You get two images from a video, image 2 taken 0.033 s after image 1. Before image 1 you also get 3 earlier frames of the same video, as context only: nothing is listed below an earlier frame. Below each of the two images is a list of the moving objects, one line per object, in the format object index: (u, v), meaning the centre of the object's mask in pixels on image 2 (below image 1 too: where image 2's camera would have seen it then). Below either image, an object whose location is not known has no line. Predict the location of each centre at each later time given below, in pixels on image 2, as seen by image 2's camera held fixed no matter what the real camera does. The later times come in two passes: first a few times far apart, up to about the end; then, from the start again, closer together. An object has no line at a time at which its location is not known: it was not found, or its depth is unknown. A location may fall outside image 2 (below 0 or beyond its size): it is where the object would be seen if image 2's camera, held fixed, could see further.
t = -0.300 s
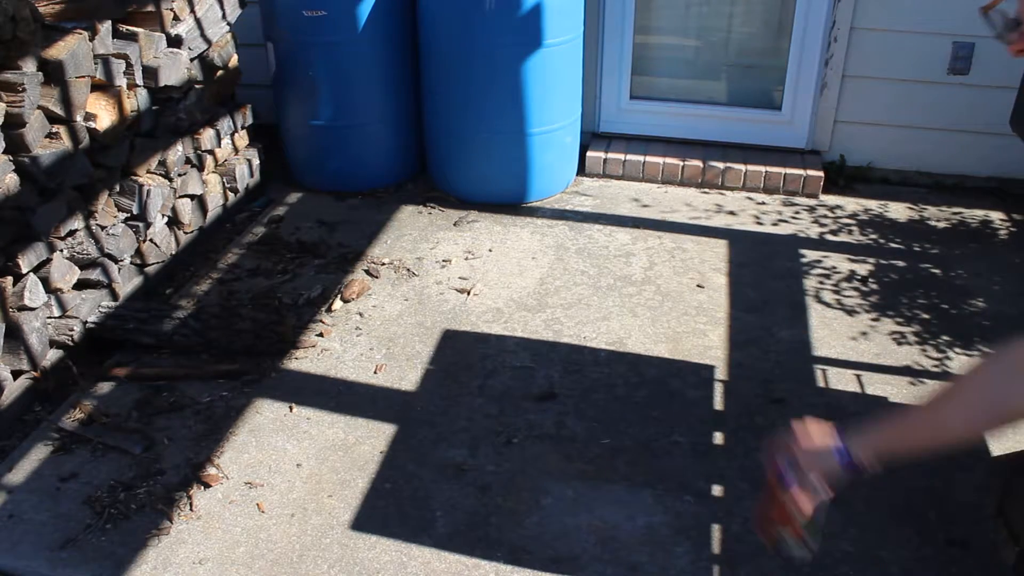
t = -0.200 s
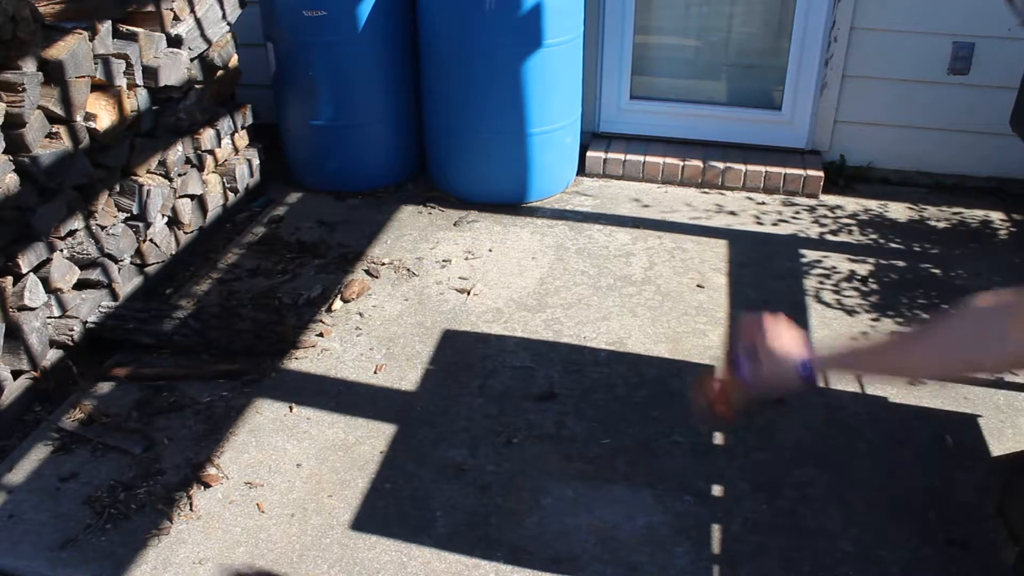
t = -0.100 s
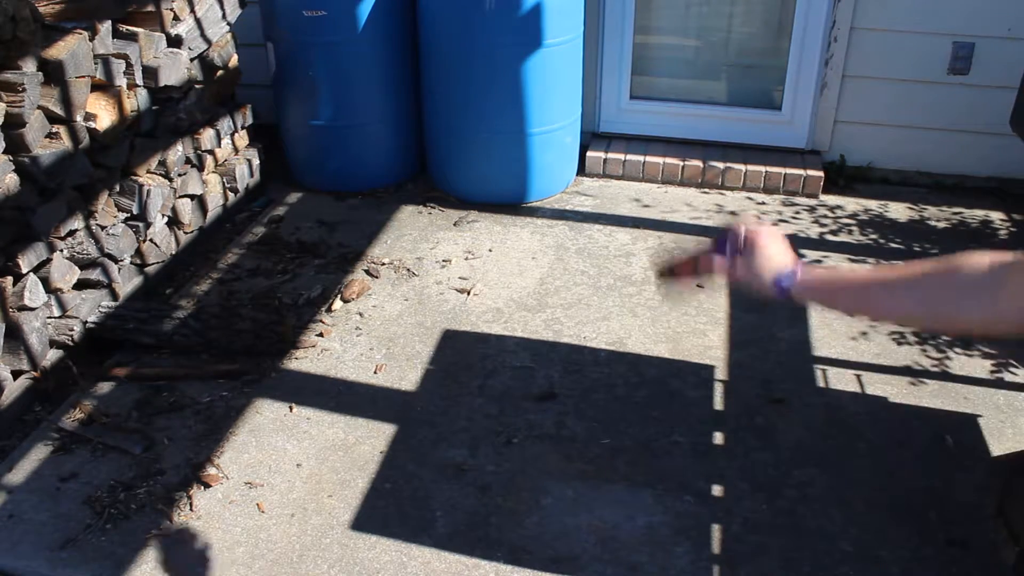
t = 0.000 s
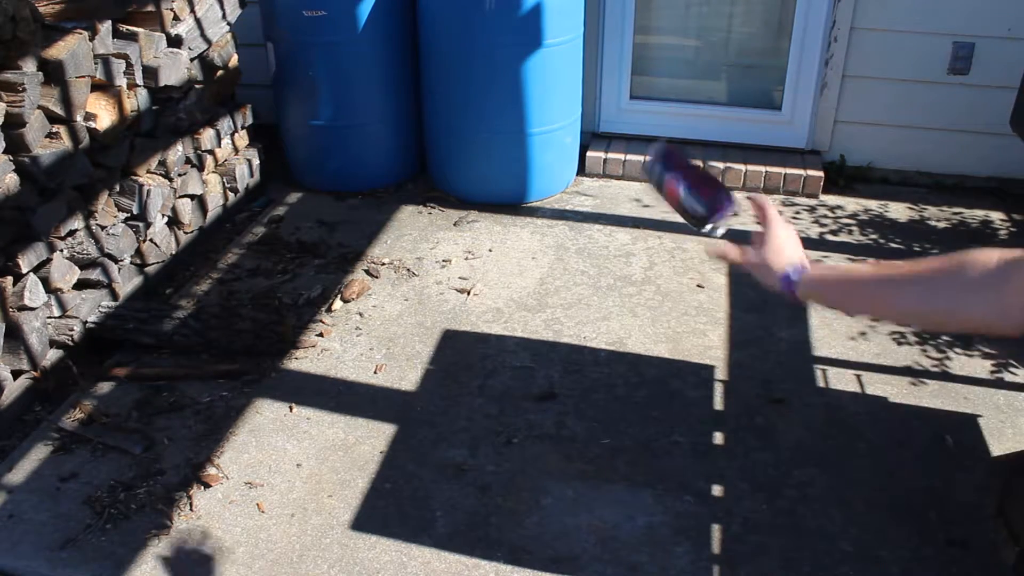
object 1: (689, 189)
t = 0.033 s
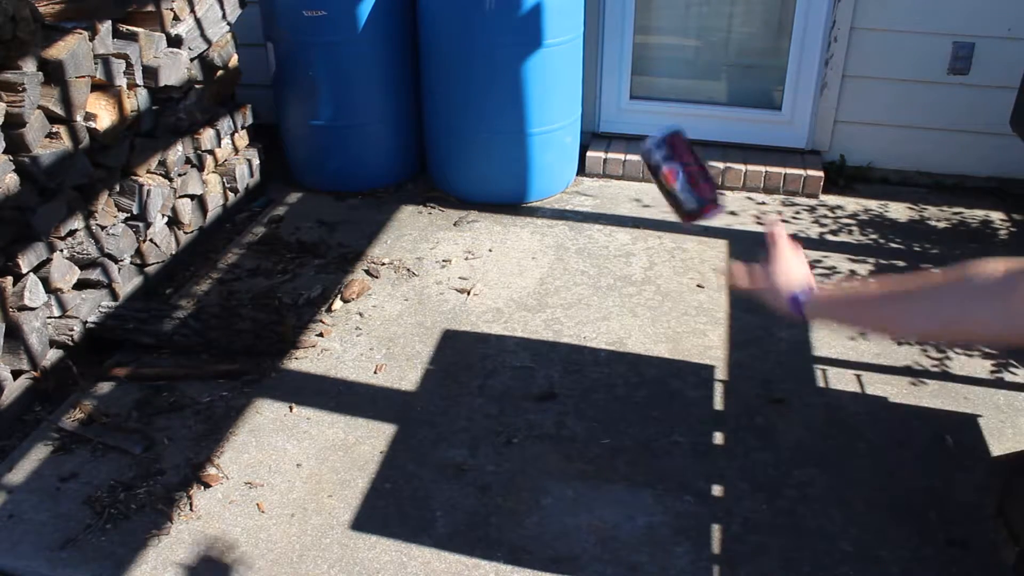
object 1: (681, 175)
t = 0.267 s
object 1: (631, 306)
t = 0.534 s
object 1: (551, 533)
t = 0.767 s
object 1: (504, 494)
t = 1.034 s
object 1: (504, 496)
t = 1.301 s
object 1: (501, 503)
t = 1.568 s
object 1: (500, 504)
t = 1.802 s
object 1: (496, 511)
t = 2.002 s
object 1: (491, 519)
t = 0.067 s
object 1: (674, 172)
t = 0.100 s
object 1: (667, 175)
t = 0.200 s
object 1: (646, 235)
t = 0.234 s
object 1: (643, 265)
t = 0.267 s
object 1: (631, 306)
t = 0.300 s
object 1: (620, 354)
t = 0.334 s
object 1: (610, 394)
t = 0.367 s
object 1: (601, 441)
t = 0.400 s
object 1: (593, 490)
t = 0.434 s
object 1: (585, 536)
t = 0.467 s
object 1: (571, 553)
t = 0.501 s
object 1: (562, 543)
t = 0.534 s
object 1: (551, 533)
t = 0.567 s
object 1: (537, 522)
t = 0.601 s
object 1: (523, 516)
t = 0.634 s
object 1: (517, 504)
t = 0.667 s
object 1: (512, 493)
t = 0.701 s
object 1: (508, 492)
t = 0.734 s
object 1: (506, 491)
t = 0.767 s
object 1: (504, 494)
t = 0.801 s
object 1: (504, 502)
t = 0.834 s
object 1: (504, 501)
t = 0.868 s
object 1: (503, 500)
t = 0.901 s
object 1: (503, 498)
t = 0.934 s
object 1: (504, 497)
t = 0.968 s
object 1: (504, 497)
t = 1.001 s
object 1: (504, 496)
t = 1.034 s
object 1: (504, 496)
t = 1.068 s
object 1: (503, 497)
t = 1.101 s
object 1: (503, 498)
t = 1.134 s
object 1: (502, 498)
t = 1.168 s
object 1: (502, 499)
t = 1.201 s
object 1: (502, 500)
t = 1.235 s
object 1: (501, 501)
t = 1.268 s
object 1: (501, 502)
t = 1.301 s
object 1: (501, 503)
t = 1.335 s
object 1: (501, 503)
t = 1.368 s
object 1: (501, 503)
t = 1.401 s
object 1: (501, 503)
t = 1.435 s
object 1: (501, 503)
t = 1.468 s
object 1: (501, 503)
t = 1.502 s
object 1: (500, 503)
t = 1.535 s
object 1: (500, 504)
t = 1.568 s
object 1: (500, 504)
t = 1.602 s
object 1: (500, 504)
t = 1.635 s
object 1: (500, 505)
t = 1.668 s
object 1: (499, 507)
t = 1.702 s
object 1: (498, 508)
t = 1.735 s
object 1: (497, 509)
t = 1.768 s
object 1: (496, 510)
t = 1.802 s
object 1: (496, 511)
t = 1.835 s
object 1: (495, 513)
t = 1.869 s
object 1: (494, 514)
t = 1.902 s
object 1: (493, 515)
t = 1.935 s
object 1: (492, 516)
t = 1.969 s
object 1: (491, 517)
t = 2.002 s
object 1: (491, 519)
